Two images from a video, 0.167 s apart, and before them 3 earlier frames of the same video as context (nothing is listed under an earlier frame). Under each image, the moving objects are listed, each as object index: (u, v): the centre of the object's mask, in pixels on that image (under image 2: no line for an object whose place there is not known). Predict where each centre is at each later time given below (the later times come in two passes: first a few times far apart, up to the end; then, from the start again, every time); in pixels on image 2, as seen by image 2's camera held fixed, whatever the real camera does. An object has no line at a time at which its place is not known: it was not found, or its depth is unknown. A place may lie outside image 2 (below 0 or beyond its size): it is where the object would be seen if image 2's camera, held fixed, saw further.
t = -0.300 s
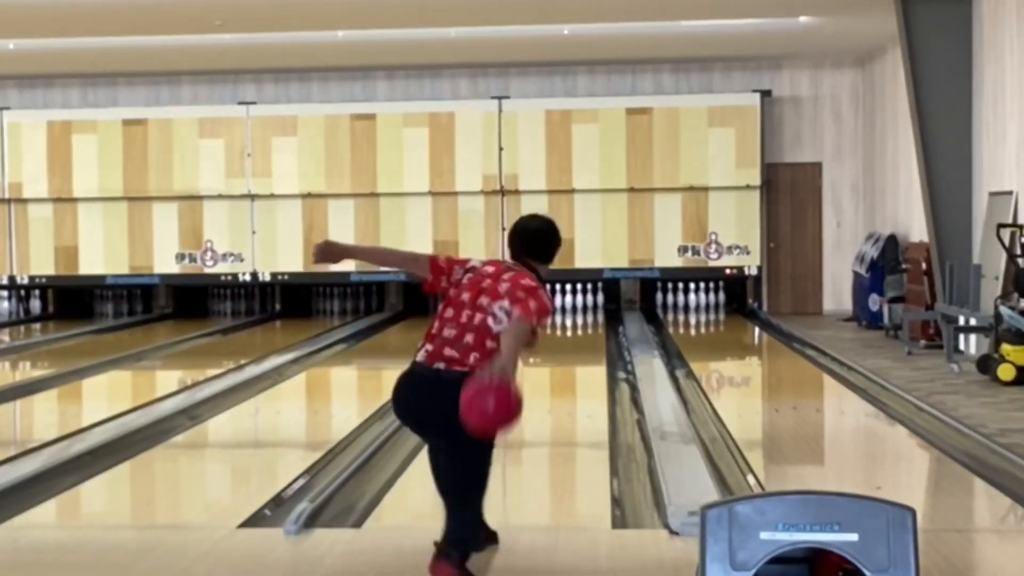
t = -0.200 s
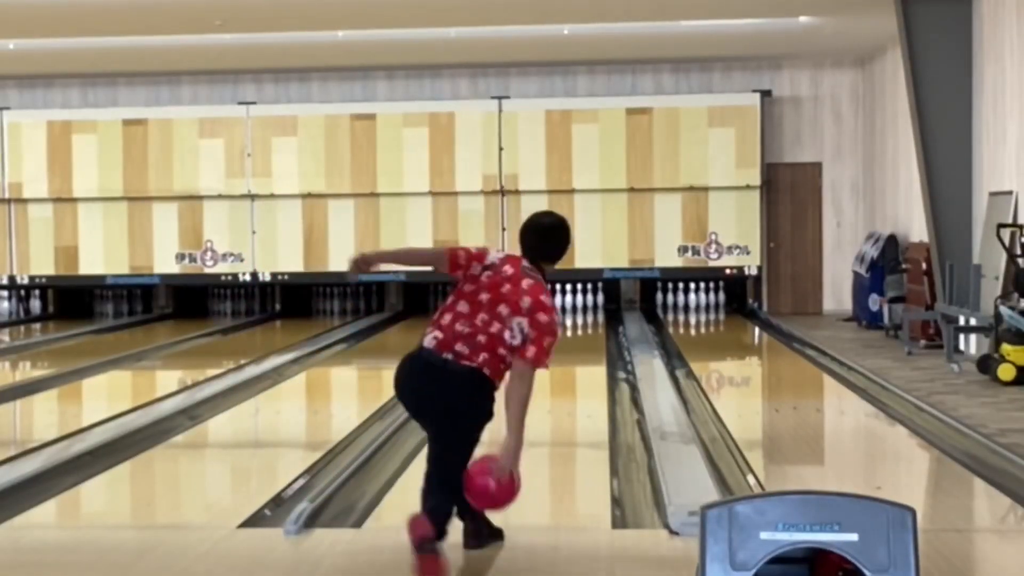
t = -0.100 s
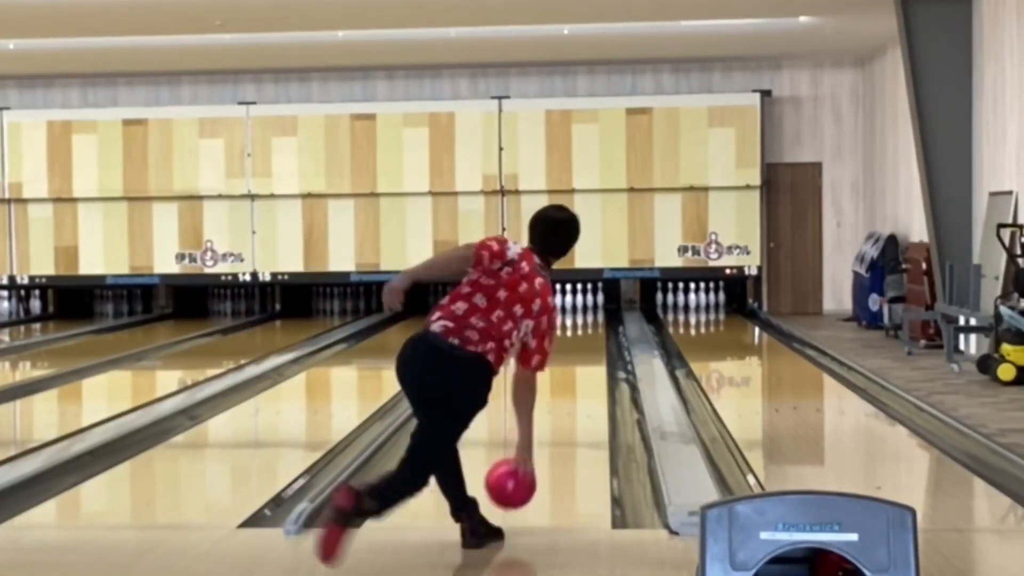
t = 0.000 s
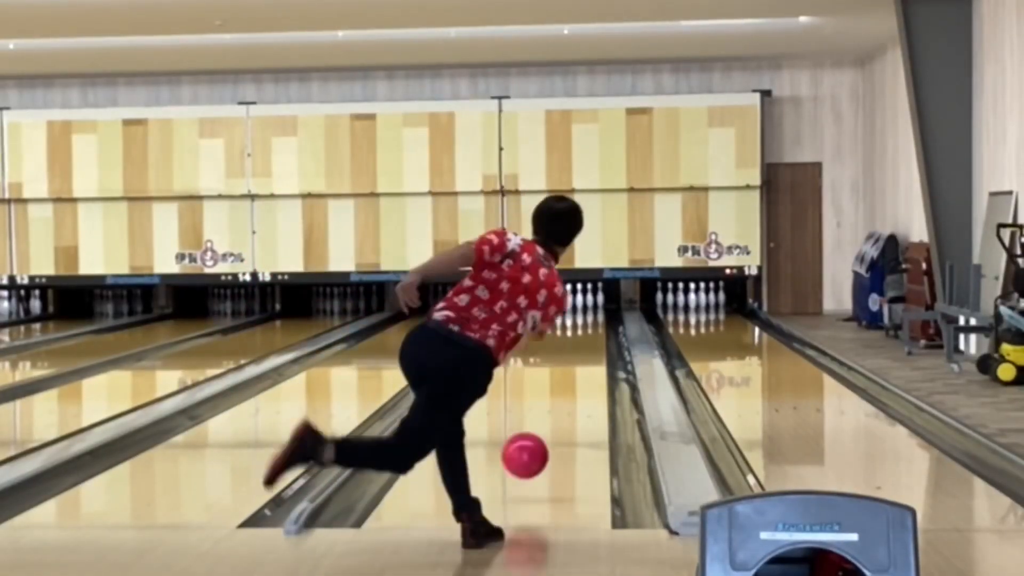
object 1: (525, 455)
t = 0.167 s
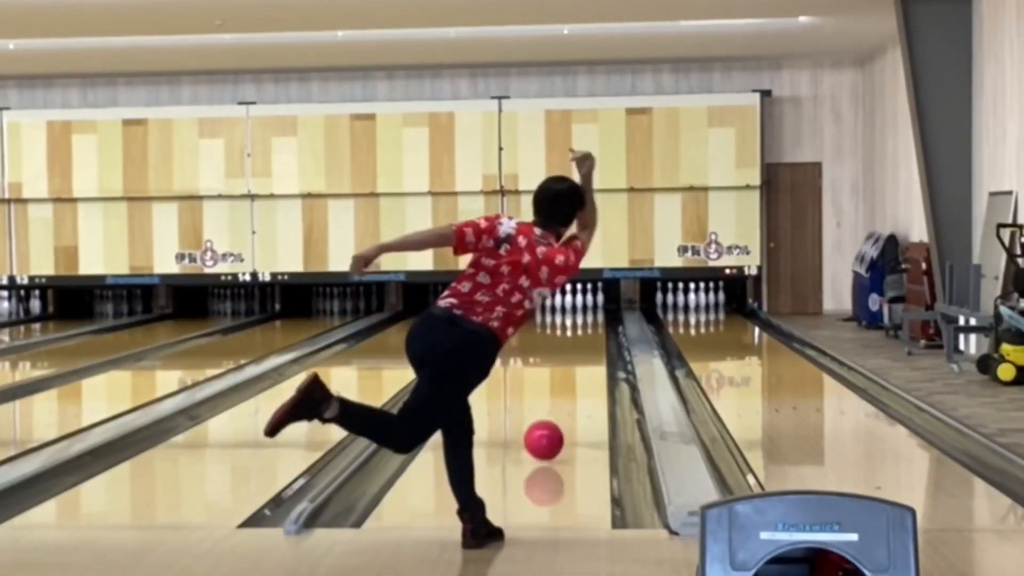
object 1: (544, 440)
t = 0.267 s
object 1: (552, 426)
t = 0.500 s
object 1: (568, 395)
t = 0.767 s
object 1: (580, 369)
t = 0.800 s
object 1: (581, 367)
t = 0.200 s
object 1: (547, 434)
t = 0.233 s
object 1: (550, 431)
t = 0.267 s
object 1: (552, 426)
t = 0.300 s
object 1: (555, 421)
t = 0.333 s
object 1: (558, 416)
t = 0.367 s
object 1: (560, 412)
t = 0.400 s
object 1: (562, 407)
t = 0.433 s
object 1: (564, 403)
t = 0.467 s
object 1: (566, 399)
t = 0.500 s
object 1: (568, 395)
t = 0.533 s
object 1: (570, 391)
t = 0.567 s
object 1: (572, 388)
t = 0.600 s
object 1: (573, 384)
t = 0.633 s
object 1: (574, 381)
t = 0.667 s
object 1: (576, 378)
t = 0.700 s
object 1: (577, 375)
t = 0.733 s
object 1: (579, 373)
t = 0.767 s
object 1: (580, 369)
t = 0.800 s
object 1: (581, 367)
